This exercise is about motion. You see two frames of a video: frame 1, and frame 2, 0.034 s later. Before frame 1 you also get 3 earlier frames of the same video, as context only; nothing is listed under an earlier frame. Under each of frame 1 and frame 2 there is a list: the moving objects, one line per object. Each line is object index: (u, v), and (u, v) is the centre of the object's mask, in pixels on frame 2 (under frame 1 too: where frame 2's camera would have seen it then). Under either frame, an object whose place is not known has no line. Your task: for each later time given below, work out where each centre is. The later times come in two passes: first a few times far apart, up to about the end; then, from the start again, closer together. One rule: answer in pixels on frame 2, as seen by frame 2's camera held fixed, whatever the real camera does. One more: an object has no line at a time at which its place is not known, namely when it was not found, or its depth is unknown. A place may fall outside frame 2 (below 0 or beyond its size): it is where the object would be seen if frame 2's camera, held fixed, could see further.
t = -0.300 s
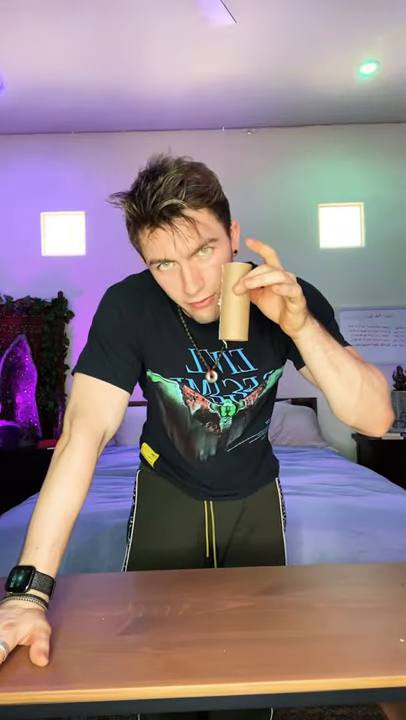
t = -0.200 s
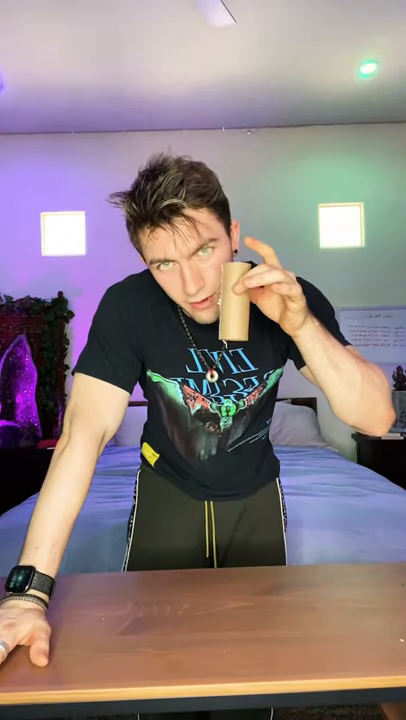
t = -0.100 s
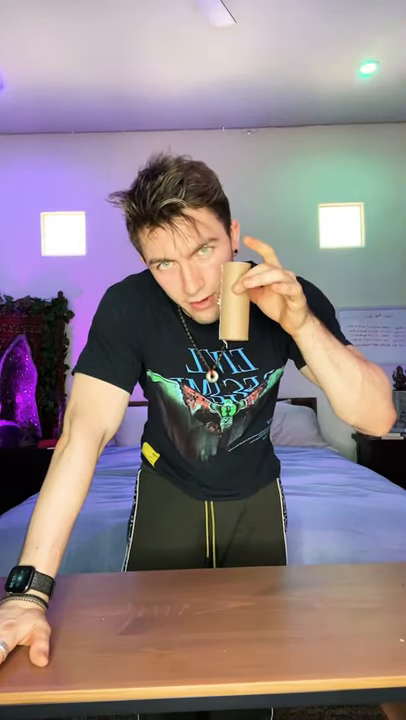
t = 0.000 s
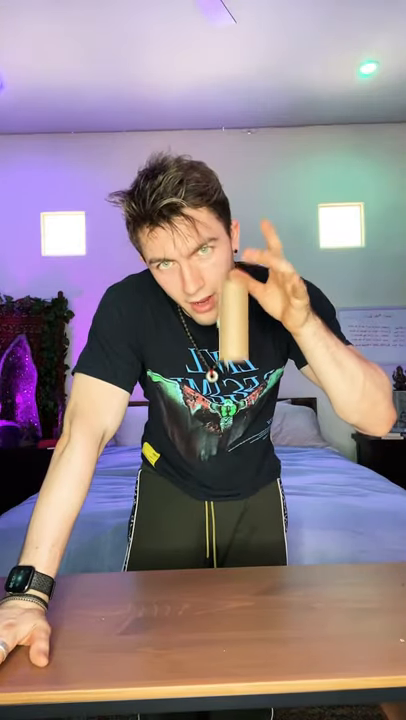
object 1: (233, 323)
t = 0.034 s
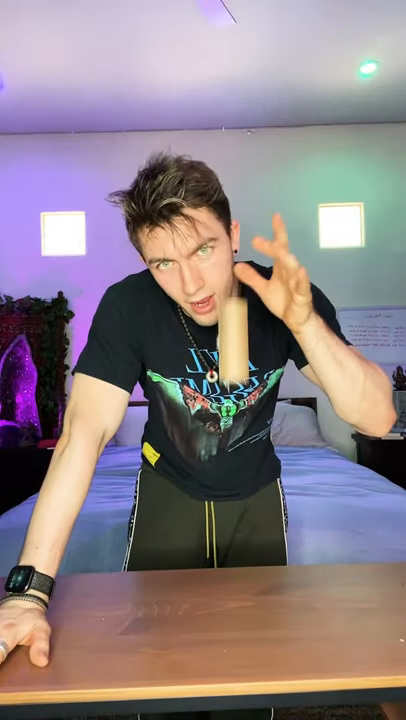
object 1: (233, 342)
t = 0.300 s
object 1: (229, 576)
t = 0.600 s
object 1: (213, 582)
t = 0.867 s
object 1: (196, 594)
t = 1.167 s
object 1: (183, 593)
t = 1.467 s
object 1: (190, 594)
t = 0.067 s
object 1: (233, 370)
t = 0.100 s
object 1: (233, 406)
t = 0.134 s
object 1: (233, 452)
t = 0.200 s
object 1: (234, 562)
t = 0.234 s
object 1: (233, 579)
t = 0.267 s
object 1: (230, 571)
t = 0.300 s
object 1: (229, 576)
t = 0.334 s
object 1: (225, 591)
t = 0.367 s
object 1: (223, 589)
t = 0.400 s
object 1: (222, 579)
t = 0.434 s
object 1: (220, 573)
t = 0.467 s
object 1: (219, 574)
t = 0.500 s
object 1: (218, 581)
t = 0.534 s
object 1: (217, 587)
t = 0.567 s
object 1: (215, 584)
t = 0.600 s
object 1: (213, 582)
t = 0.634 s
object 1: (211, 583)
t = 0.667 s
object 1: (210, 591)
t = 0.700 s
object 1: (208, 590)
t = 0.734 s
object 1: (206, 592)
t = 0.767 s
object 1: (204, 593)
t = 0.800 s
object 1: (202, 594)
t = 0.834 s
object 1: (199, 594)
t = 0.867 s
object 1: (196, 594)
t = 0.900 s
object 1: (194, 595)
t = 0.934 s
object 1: (191, 594)
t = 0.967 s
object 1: (189, 594)
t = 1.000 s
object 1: (187, 594)
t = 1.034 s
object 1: (185, 593)
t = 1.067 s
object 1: (184, 593)
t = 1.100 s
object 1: (184, 593)
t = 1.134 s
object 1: (183, 593)
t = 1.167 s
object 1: (183, 593)
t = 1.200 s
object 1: (183, 593)
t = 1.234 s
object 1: (184, 593)
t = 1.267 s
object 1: (184, 593)
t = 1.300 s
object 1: (185, 593)
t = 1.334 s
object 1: (185, 594)
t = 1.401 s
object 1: (187, 594)
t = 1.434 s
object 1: (189, 594)
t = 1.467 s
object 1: (190, 594)
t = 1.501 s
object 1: (192, 594)
